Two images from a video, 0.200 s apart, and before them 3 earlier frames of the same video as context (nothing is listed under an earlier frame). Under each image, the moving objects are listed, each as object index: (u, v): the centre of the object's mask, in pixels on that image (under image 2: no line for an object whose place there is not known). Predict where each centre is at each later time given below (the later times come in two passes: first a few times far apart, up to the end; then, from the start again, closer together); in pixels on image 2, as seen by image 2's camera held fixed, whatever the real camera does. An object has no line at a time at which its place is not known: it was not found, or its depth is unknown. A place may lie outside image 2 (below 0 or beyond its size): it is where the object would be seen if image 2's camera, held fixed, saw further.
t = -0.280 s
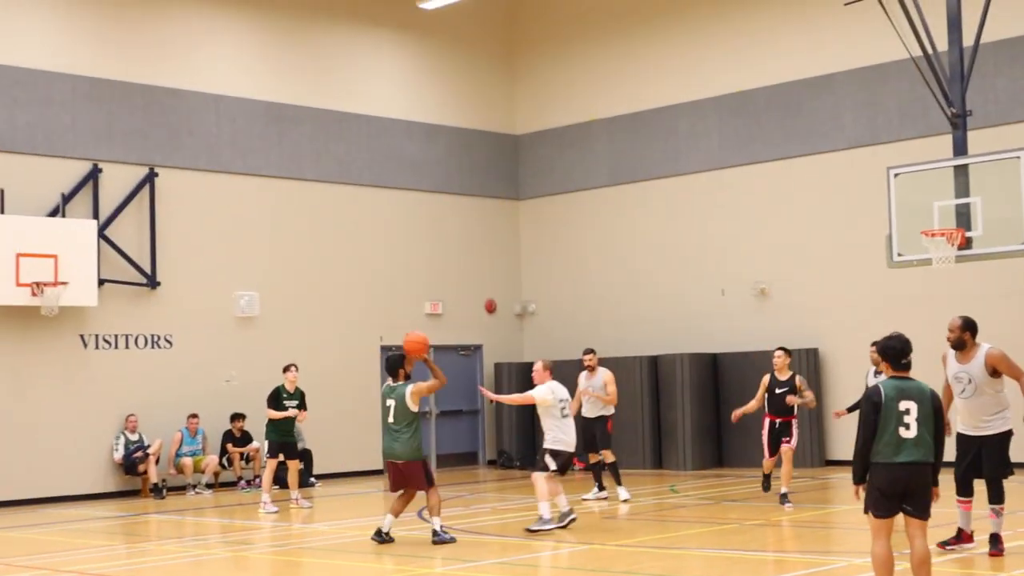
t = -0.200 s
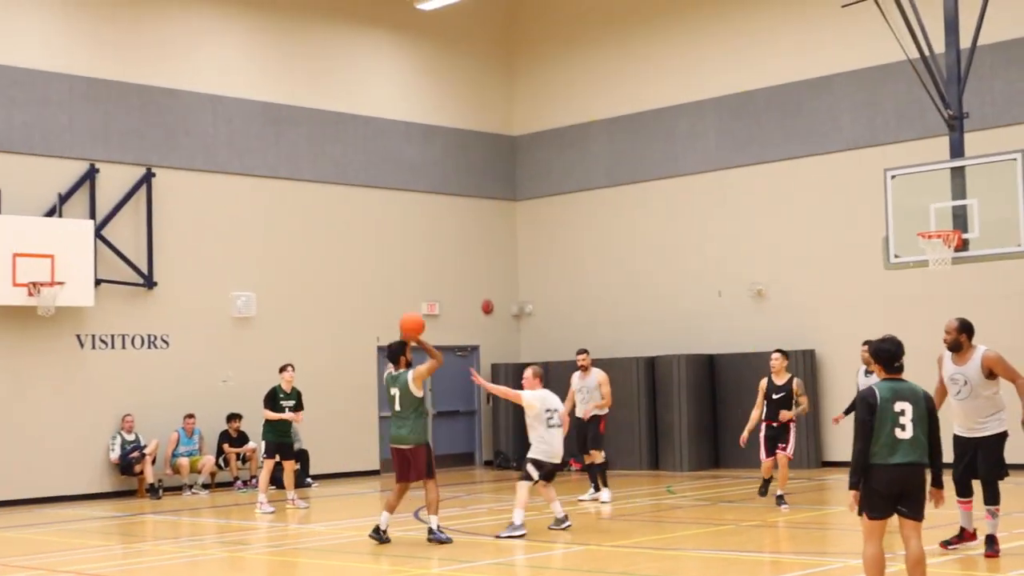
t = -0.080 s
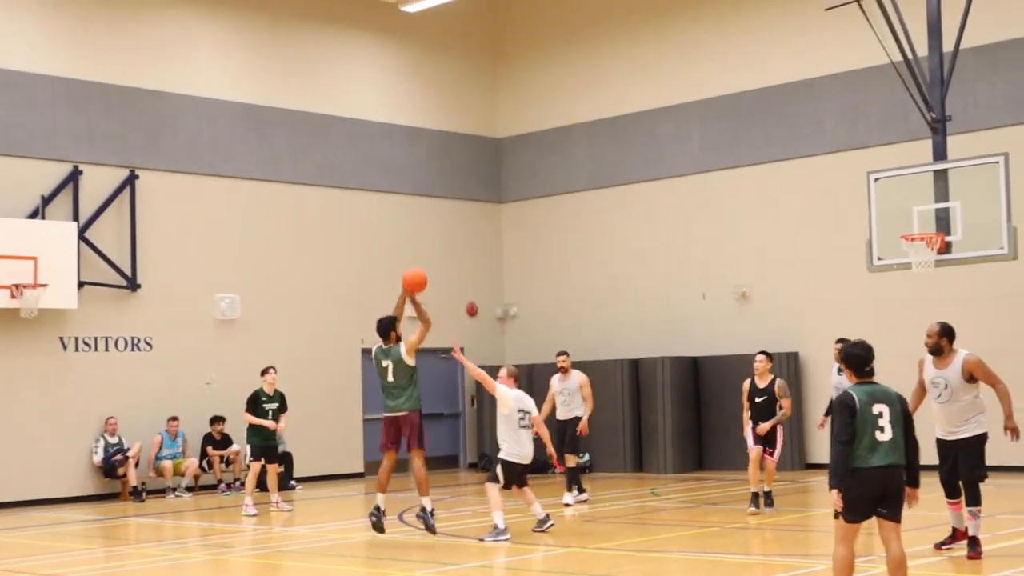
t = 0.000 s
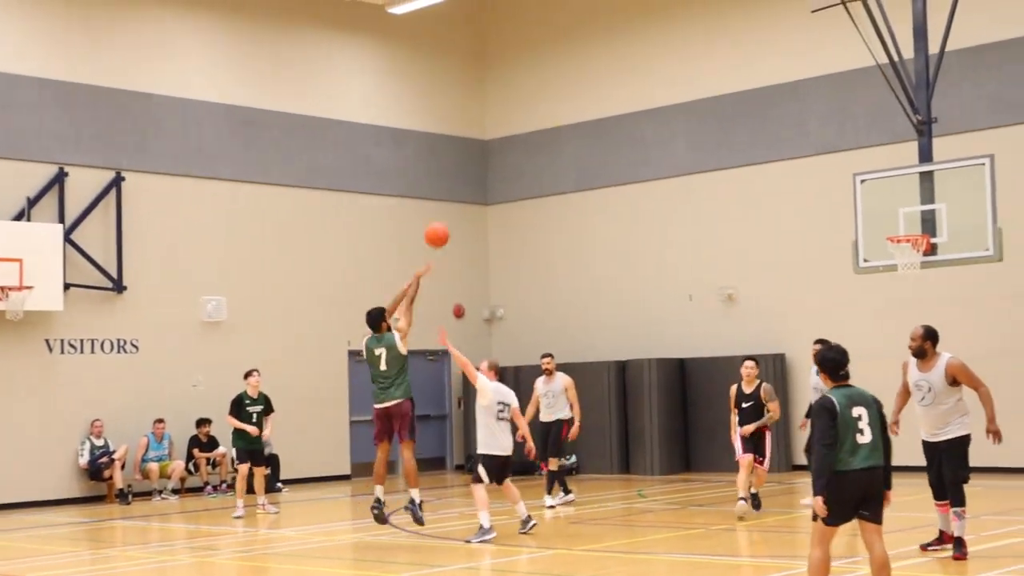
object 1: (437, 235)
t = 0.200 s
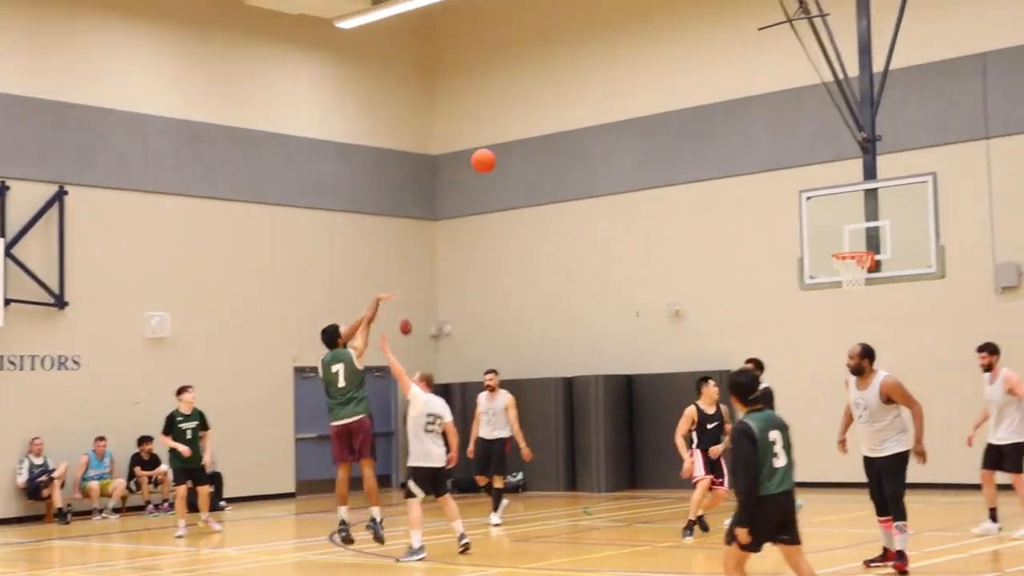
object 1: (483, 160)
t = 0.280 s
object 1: (523, 138)
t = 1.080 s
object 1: (839, 224)
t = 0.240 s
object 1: (502, 149)
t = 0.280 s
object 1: (523, 138)
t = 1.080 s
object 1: (839, 224)
